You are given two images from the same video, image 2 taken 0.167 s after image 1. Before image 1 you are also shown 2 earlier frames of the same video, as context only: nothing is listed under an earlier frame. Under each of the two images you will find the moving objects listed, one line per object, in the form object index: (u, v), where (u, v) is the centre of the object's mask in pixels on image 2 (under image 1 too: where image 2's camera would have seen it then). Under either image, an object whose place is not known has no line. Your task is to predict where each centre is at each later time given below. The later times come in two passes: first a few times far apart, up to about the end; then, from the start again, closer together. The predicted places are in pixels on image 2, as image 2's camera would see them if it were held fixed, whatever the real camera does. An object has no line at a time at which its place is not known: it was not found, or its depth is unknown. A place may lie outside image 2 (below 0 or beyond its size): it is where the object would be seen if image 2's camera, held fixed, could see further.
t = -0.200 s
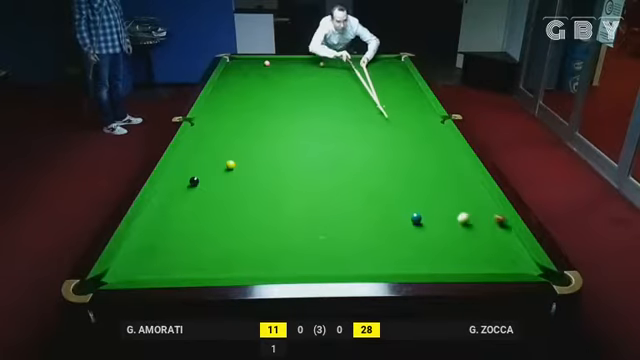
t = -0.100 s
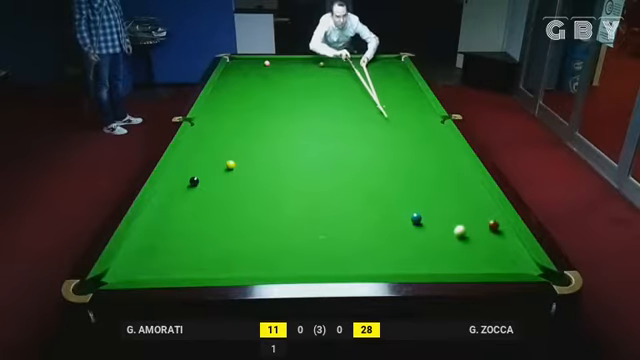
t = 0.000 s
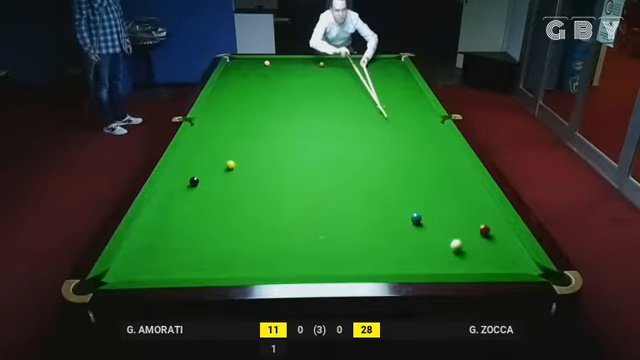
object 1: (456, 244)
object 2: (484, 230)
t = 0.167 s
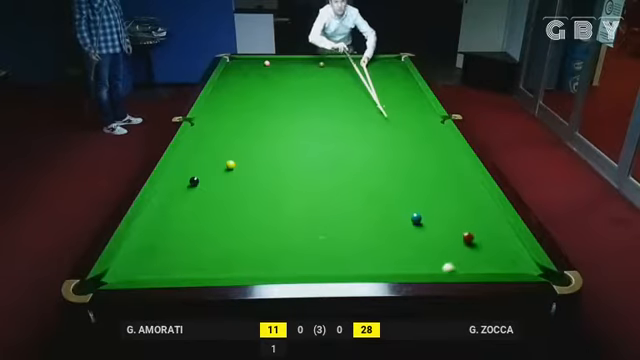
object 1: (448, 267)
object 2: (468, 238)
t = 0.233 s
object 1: (438, 260)
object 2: (461, 241)
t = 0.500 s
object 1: (403, 235)
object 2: (434, 254)
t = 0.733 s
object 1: (377, 217)
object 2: (410, 265)
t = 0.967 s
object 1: (355, 201)
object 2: (385, 267)
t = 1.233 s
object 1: (333, 186)
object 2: (359, 261)
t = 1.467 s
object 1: (316, 174)
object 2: (339, 255)
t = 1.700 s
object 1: (302, 164)
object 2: (320, 250)
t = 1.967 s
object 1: (286, 154)
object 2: (300, 244)
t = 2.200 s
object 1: (274, 146)
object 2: (284, 240)
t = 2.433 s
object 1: (263, 138)
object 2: (270, 237)
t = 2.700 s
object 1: (251, 130)
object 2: (256, 233)
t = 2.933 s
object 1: (243, 125)
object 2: (244, 230)
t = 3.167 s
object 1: (235, 120)
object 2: (234, 228)
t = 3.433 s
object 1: (226, 114)
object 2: (224, 227)
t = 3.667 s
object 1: (219, 110)
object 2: (216, 225)
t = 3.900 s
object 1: (213, 105)
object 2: (209, 224)
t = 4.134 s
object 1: (208, 102)
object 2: (204, 222)
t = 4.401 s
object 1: (214, 99)
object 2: (199, 222)
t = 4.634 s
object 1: (219, 97)
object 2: (196, 221)
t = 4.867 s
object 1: (224, 95)
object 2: (193, 221)
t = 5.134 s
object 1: (228, 93)
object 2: (192, 221)
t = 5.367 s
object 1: (231, 92)
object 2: (192, 221)
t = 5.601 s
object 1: (234, 90)
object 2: (192, 221)
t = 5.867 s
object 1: (236, 89)
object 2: (192, 221)
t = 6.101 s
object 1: (238, 88)
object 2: (192, 221)
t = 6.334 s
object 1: (240, 88)
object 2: (192, 221)
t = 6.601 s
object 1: (241, 88)
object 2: (192, 221)
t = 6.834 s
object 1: (241, 88)
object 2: (192, 221)
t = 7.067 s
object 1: (241, 88)
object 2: (192, 221)
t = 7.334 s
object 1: (241, 87)
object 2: (192, 221)
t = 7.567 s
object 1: (241, 87)
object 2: (192, 221)
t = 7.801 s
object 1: (241, 87)
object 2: (192, 221)
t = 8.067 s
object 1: (241, 87)
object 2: (192, 221)
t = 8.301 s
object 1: (241, 87)
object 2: (192, 221)
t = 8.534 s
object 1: (241, 87)
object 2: (192, 221)
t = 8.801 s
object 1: (241, 87)
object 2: (192, 221)
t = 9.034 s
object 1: (241, 88)
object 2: (192, 221)
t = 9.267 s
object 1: (241, 88)
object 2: (192, 221)
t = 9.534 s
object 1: (241, 88)
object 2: (192, 221)
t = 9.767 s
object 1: (241, 88)
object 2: (192, 221)
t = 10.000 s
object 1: (241, 88)
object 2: (192, 221)
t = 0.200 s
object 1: (443, 264)
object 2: (464, 239)
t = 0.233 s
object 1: (438, 260)
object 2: (461, 241)
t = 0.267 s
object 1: (433, 256)
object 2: (458, 242)
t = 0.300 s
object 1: (428, 253)
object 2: (454, 244)
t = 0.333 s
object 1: (424, 250)
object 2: (451, 245)
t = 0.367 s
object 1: (420, 247)
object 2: (448, 247)
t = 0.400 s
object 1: (415, 244)
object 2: (444, 249)
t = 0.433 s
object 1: (411, 241)
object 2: (441, 250)
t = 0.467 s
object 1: (407, 238)
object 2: (437, 252)
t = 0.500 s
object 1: (403, 235)
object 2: (434, 254)
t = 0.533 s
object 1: (399, 232)
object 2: (431, 255)
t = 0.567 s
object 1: (395, 230)
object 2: (427, 257)
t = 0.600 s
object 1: (392, 227)
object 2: (424, 259)
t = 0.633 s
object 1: (388, 224)
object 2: (420, 260)
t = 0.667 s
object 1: (384, 221)
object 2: (417, 262)
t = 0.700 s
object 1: (381, 219)
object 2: (413, 263)
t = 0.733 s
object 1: (377, 217)
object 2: (410, 265)
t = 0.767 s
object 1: (374, 214)
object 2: (406, 266)
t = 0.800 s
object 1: (371, 212)
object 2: (402, 267)
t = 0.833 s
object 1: (368, 209)
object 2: (399, 269)
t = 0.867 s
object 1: (365, 208)
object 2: (395, 269)
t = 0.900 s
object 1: (361, 206)
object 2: (391, 268)
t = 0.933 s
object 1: (358, 203)
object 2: (388, 267)
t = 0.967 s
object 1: (355, 201)
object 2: (385, 267)
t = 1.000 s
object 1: (353, 199)
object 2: (381, 266)
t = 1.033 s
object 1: (350, 197)
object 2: (378, 266)
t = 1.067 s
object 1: (347, 195)
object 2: (375, 265)
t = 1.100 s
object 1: (344, 193)
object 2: (371, 264)
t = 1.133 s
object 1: (341, 191)
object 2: (368, 263)
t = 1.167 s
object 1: (339, 190)
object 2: (365, 262)
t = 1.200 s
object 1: (336, 187)
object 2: (362, 261)
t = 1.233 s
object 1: (333, 186)
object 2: (359, 261)
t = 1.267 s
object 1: (331, 184)
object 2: (356, 260)
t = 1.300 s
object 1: (329, 182)
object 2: (353, 259)
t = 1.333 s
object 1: (326, 181)
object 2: (350, 258)
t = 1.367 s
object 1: (324, 179)
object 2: (347, 257)
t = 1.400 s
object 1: (322, 178)
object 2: (345, 256)
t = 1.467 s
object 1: (316, 174)
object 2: (339, 255)
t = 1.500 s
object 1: (314, 173)
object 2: (336, 254)
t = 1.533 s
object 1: (312, 171)
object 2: (333, 253)
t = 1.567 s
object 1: (310, 170)
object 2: (330, 253)
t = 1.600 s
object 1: (308, 168)
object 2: (327, 252)
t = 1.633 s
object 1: (306, 167)
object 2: (325, 251)
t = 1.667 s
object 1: (304, 166)
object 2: (322, 250)
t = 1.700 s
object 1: (302, 164)
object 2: (320, 250)
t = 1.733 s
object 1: (300, 163)
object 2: (317, 249)
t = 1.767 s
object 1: (298, 162)
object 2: (315, 248)
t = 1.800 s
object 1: (295, 160)
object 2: (312, 248)
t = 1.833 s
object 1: (293, 159)
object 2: (309, 247)
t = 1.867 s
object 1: (292, 158)
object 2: (307, 246)
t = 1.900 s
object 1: (290, 156)
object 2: (305, 246)
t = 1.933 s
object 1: (288, 155)
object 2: (303, 245)
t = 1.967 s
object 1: (286, 154)
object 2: (300, 244)
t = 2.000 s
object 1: (284, 153)
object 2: (298, 244)
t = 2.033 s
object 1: (283, 152)
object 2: (295, 243)
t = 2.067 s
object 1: (281, 150)
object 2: (293, 242)
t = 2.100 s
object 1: (279, 149)
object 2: (291, 242)
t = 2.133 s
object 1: (277, 148)
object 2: (289, 241)
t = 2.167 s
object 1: (276, 147)
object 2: (287, 241)
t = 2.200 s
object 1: (274, 146)
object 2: (284, 240)
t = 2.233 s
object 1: (272, 145)
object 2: (282, 240)
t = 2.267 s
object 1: (271, 144)
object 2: (280, 239)
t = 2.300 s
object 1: (270, 142)
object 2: (278, 239)
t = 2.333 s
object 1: (268, 142)
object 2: (276, 238)
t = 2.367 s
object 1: (266, 140)
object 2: (274, 238)
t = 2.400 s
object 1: (264, 139)
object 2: (272, 237)
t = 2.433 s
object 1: (263, 138)
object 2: (270, 237)
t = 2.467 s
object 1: (262, 137)
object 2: (268, 236)
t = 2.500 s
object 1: (261, 136)
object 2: (267, 236)
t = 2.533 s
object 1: (259, 135)
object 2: (265, 236)
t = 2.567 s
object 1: (257, 135)
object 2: (263, 235)
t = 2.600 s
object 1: (256, 134)
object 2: (261, 234)
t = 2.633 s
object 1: (255, 133)
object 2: (259, 234)
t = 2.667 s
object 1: (253, 132)
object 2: (258, 233)
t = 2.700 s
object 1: (251, 130)
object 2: (256, 233)
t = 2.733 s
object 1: (251, 130)
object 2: (254, 232)
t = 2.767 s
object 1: (249, 129)
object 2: (253, 232)
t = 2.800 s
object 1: (248, 128)
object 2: (251, 232)
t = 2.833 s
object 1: (246, 127)
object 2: (249, 231)
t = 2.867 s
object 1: (245, 127)
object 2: (248, 231)
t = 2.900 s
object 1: (244, 126)
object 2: (246, 231)
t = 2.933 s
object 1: (243, 125)
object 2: (244, 230)
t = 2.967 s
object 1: (242, 124)
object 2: (243, 230)
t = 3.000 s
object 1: (240, 123)
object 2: (241, 230)
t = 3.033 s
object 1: (239, 122)
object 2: (240, 230)
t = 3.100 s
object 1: (237, 121)
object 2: (237, 229)
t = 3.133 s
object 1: (236, 120)
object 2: (235, 229)
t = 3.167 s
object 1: (235, 120)
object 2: (234, 228)
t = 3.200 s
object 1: (234, 119)
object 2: (233, 228)
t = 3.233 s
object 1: (233, 118)
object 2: (231, 228)
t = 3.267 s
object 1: (232, 117)
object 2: (230, 228)
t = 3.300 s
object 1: (231, 117)
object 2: (228, 227)
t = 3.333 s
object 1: (229, 116)
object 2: (227, 227)
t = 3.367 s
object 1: (228, 115)
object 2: (226, 227)
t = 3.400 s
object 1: (227, 115)
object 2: (225, 227)
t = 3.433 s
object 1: (226, 114)
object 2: (224, 227)
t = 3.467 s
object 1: (225, 113)
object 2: (223, 226)
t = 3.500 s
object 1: (224, 113)
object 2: (221, 226)
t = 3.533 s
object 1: (223, 112)
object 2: (220, 226)
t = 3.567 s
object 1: (222, 111)
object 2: (219, 225)
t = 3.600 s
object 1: (221, 111)
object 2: (218, 225)
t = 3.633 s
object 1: (220, 110)
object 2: (217, 225)
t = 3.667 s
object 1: (219, 110)
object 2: (216, 225)
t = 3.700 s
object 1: (218, 109)
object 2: (215, 225)
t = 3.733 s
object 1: (217, 108)
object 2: (214, 224)
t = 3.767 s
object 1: (216, 108)
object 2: (213, 224)
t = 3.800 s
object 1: (216, 107)
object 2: (212, 224)
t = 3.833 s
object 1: (215, 106)
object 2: (211, 224)
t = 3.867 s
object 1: (214, 106)
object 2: (210, 224)
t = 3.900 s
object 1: (213, 105)
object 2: (209, 224)
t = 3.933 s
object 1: (212, 105)
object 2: (209, 223)
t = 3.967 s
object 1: (211, 104)
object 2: (207, 223)
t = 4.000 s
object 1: (210, 104)
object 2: (207, 223)
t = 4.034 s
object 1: (209, 103)
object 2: (206, 223)
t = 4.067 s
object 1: (209, 103)
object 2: (205, 223)
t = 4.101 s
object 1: (208, 102)
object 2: (205, 223)
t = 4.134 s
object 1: (208, 102)
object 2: (204, 222)
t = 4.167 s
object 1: (208, 102)
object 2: (203, 222)
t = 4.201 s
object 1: (209, 101)
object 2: (202, 222)
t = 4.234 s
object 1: (210, 101)
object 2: (202, 222)
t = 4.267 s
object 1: (211, 100)
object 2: (201, 222)
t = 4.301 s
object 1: (212, 100)
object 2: (200, 222)
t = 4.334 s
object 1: (213, 100)
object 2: (200, 222)
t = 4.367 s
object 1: (214, 99)
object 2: (199, 222)
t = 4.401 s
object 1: (214, 99)
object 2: (199, 222)
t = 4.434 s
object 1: (215, 99)
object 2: (198, 222)
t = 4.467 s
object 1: (215, 99)
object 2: (198, 221)
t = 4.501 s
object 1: (216, 98)
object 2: (197, 221)
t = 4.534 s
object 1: (217, 98)
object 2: (197, 221)
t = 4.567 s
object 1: (218, 98)
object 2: (196, 221)
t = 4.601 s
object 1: (218, 97)
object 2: (196, 221)
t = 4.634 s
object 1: (219, 97)
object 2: (196, 221)
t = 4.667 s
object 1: (220, 97)
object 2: (195, 221)
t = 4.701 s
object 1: (221, 96)
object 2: (195, 221)
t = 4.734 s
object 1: (221, 96)
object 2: (194, 221)
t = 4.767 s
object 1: (222, 96)
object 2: (194, 221)
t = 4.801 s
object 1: (222, 96)
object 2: (194, 221)
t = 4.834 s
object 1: (223, 95)
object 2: (194, 221)
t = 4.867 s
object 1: (224, 95)
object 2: (193, 221)
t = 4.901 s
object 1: (224, 95)
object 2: (193, 221)
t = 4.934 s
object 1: (225, 94)
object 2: (193, 221)
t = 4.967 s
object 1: (225, 95)
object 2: (193, 221)
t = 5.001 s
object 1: (226, 94)
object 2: (193, 221)
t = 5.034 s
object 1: (226, 94)
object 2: (193, 221)
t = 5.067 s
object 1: (227, 94)
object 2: (193, 221)
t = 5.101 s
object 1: (228, 93)
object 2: (192, 221)
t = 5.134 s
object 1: (228, 93)
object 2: (192, 221)
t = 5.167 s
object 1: (228, 93)
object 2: (192, 221)
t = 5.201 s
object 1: (229, 93)
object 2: (192, 221)
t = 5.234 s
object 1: (229, 93)
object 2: (192, 221)
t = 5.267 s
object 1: (229, 92)
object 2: (192, 221)
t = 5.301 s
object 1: (230, 92)
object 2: (192, 221)
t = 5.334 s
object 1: (230, 92)
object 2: (192, 221)
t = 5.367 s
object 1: (231, 92)
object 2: (192, 221)
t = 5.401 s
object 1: (232, 92)
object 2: (192, 221)
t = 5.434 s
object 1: (232, 91)
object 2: (192, 221)
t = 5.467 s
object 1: (233, 91)
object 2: (192, 221)
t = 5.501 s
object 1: (233, 91)
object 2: (192, 221)
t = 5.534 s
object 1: (233, 91)
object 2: (192, 221)
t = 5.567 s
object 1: (234, 91)
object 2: (192, 221)
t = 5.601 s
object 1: (234, 90)
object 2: (192, 221)
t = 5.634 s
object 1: (234, 90)
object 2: (192, 221)
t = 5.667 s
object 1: (234, 90)
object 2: (192, 221)
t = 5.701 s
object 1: (235, 90)
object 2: (192, 221)
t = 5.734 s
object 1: (235, 90)
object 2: (192, 221)
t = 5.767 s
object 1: (235, 90)
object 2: (192, 221)
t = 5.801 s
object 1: (236, 90)
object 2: (192, 221)
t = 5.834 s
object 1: (236, 90)
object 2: (192, 221)
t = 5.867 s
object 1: (236, 89)
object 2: (192, 221)
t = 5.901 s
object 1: (237, 89)
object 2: (192, 221)
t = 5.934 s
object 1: (237, 89)
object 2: (192, 221)
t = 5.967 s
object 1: (237, 89)
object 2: (192, 221)
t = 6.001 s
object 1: (237, 89)
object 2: (192, 221)
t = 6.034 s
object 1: (238, 89)
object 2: (192, 221)
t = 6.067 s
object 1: (238, 89)
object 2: (192, 221)
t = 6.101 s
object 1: (238, 88)
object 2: (192, 221)
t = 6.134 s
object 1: (238, 88)
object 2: (192, 221)
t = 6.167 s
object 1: (239, 88)
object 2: (192, 221)
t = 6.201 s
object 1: (239, 88)
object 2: (192, 221)
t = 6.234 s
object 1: (239, 88)
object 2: (192, 221)
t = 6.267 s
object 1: (239, 88)
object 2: (192, 221)
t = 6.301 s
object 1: (239, 88)
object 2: (192, 221)
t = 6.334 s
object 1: (240, 88)
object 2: (192, 221)
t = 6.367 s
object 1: (240, 88)
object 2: (192, 221)
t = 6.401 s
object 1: (240, 88)
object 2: (192, 221)
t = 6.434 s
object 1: (240, 88)
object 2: (192, 221)
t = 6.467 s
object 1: (240, 88)
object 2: (192, 221)
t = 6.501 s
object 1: (240, 88)
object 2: (192, 221)
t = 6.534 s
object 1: (240, 88)
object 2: (192, 221)
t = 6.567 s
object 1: (240, 88)
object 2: (192, 221)
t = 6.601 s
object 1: (241, 88)
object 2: (192, 221)
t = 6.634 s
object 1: (241, 88)
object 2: (192, 221)
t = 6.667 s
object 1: (241, 88)
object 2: (192, 221)
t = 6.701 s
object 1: (241, 88)
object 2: (192, 221)
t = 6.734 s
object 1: (241, 88)
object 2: (192, 221)
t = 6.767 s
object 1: (241, 88)
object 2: (192, 221)
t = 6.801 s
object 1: (241, 88)
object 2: (192, 221)
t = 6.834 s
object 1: (241, 88)
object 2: (192, 221)
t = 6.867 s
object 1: (241, 88)
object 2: (192, 221)
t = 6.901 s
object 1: (241, 88)
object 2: (192, 221)
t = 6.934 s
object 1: (241, 88)
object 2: (192, 221)
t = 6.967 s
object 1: (241, 88)
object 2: (192, 221)
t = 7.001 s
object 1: (241, 88)
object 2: (192, 221)
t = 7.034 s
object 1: (241, 88)
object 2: (192, 221)
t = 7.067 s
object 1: (241, 88)
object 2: (192, 221)
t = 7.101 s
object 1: (241, 88)
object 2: (192, 221)
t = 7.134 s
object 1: (241, 88)
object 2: (192, 221)
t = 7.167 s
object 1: (241, 88)
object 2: (192, 221)
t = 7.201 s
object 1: (241, 88)
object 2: (192, 221)
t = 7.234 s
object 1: (241, 87)
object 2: (192, 221)
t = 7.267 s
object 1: (241, 87)
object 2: (192, 221)
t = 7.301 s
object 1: (241, 87)
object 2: (192, 221)
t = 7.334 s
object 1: (241, 87)
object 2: (192, 221)
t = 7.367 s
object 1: (241, 87)
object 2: (192, 221)
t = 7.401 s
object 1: (241, 87)
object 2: (192, 221)
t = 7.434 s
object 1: (241, 87)
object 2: (192, 221)
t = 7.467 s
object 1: (241, 87)
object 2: (192, 221)
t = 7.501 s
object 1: (241, 87)
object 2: (192, 221)
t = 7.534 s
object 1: (241, 87)
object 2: (192, 221)
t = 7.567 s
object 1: (241, 87)
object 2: (192, 221)
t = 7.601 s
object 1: (241, 87)
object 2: (192, 221)
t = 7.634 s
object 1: (241, 87)
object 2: (192, 221)
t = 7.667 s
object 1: (241, 87)
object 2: (192, 221)
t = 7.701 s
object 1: (241, 87)
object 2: (192, 221)
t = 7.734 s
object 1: (241, 87)
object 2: (192, 221)
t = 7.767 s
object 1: (241, 87)
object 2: (192, 221)
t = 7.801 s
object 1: (241, 87)
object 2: (192, 221)
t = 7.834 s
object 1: (241, 87)
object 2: (192, 221)
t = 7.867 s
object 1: (241, 87)
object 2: (192, 221)
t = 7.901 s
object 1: (241, 87)
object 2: (192, 221)
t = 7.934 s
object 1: (241, 87)
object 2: (192, 221)
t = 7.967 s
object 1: (241, 87)
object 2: (192, 221)
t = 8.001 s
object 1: (241, 87)
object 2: (192, 221)
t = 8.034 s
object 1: (241, 87)
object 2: (192, 221)
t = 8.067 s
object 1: (241, 87)
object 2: (192, 221)
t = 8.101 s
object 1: (241, 87)
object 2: (192, 221)
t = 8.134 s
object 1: (241, 87)
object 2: (192, 221)
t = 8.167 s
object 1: (241, 87)
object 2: (192, 221)
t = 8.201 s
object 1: (241, 87)
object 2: (192, 221)
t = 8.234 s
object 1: (241, 87)
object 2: (192, 221)
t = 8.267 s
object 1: (241, 87)
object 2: (192, 221)
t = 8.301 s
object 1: (241, 87)
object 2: (192, 221)
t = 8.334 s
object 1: (241, 87)
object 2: (192, 221)
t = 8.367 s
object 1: (241, 87)
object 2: (192, 221)
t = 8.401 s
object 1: (241, 87)
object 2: (192, 221)
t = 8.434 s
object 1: (241, 87)
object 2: (192, 221)
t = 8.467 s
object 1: (241, 87)
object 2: (192, 221)
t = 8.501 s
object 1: (241, 87)
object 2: (192, 221)
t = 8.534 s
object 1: (241, 87)
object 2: (192, 221)
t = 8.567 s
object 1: (241, 88)
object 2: (192, 221)
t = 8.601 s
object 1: (241, 88)
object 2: (192, 221)
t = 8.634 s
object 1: (241, 87)
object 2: (192, 221)
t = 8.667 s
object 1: (241, 87)
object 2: (192, 221)
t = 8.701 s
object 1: (241, 87)
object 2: (192, 221)
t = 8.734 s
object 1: (241, 88)
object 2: (192, 221)
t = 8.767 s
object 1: (241, 87)
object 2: (192, 221)
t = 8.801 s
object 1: (241, 87)
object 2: (192, 221)
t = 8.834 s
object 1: (241, 87)
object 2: (192, 221)
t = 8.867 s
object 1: (241, 87)
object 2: (192, 221)
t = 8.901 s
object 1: (241, 87)
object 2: (192, 221)
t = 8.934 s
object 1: (241, 88)
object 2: (192, 221)
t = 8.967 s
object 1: (241, 88)
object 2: (192, 221)
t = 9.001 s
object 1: (241, 88)
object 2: (192, 221)
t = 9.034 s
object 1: (241, 88)
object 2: (192, 221)
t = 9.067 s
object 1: (241, 88)
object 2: (192, 221)
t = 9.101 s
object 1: (241, 88)
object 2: (192, 221)
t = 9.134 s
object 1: (241, 88)
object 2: (192, 221)
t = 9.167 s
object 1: (241, 88)
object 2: (192, 221)
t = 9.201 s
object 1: (241, 88)
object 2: (192, 221)
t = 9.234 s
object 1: (241, 88)
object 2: (192, 221)
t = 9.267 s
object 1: (241, 88)
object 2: (192, 221)
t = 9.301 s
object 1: (241, 88)
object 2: (192, 221)
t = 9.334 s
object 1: (241, 88)
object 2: (192, 221)
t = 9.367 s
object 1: (241, 88)
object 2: (192, 221)
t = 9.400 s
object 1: (241, 88)
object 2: (192, 221)
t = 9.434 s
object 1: (241, 88)
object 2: (192, 221)
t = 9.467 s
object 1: (241, 88)
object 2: (192, 221)
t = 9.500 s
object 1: (241, 88)
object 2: (192, 221)
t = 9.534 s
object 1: (241, 88)
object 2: (192, 221)
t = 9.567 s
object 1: (241, 88)
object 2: (192, 221)
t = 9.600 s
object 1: (242, 87)
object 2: (192, 221)
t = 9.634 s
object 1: (242, 87)
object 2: (192, 221)
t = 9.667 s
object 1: (242, 88)
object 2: (192, 221)
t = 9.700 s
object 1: (241, 88)
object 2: (192, 221)
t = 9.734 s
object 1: (241, 88)
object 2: (192, 221)
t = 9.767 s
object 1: (241, 88)
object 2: (192, 221)
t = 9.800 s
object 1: (241, 88)
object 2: (192, 221)
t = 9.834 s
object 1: (241, 88)
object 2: (192, 221)
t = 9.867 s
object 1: (241, 88)
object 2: (192, 221)
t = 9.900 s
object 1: (241, 88)
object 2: (192, 221)
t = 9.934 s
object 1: (241, 88)
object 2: (192, 221)
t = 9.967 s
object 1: (241, 88)
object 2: (192, 221)
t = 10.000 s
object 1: (241, 88)
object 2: (192, 221)
